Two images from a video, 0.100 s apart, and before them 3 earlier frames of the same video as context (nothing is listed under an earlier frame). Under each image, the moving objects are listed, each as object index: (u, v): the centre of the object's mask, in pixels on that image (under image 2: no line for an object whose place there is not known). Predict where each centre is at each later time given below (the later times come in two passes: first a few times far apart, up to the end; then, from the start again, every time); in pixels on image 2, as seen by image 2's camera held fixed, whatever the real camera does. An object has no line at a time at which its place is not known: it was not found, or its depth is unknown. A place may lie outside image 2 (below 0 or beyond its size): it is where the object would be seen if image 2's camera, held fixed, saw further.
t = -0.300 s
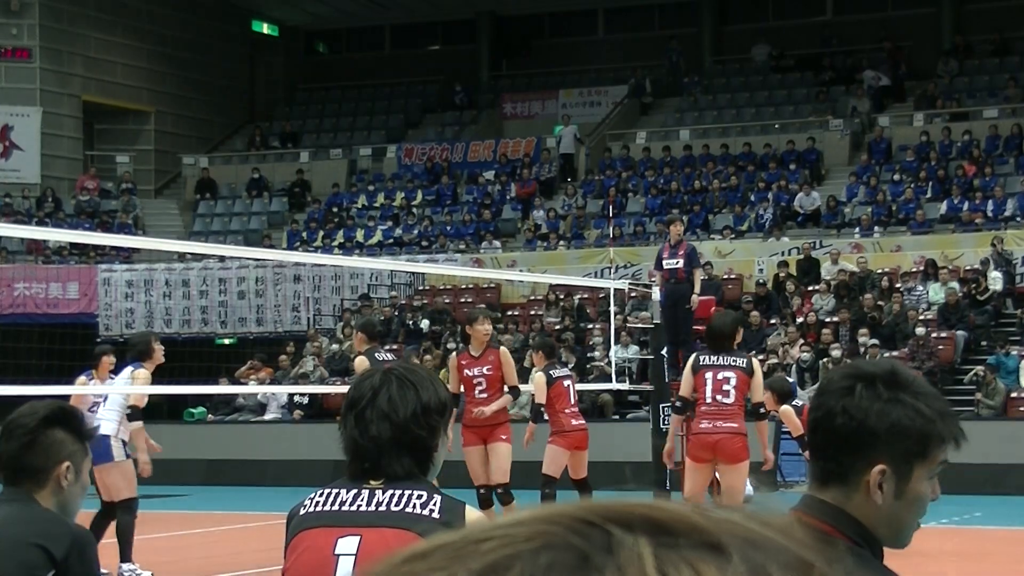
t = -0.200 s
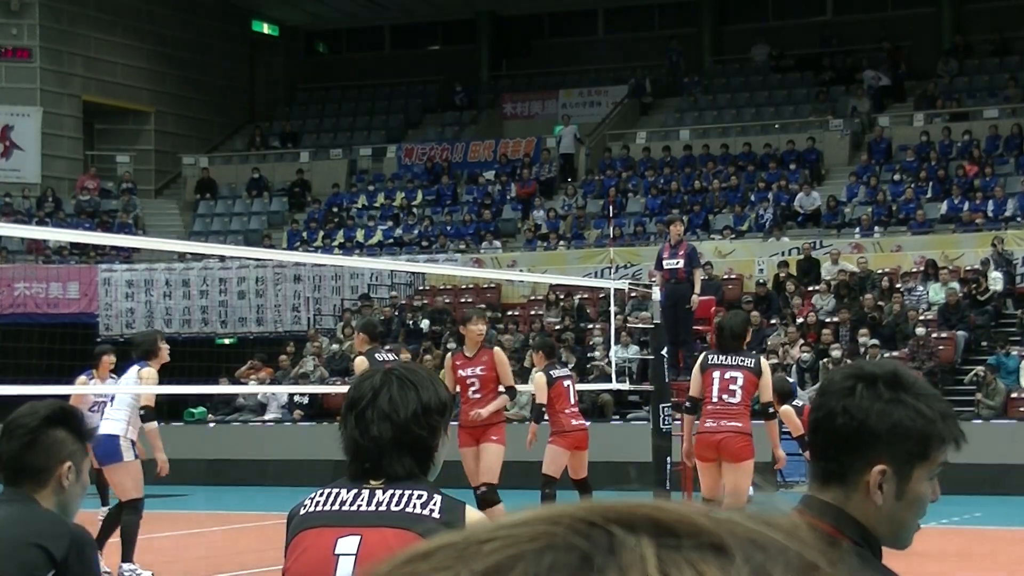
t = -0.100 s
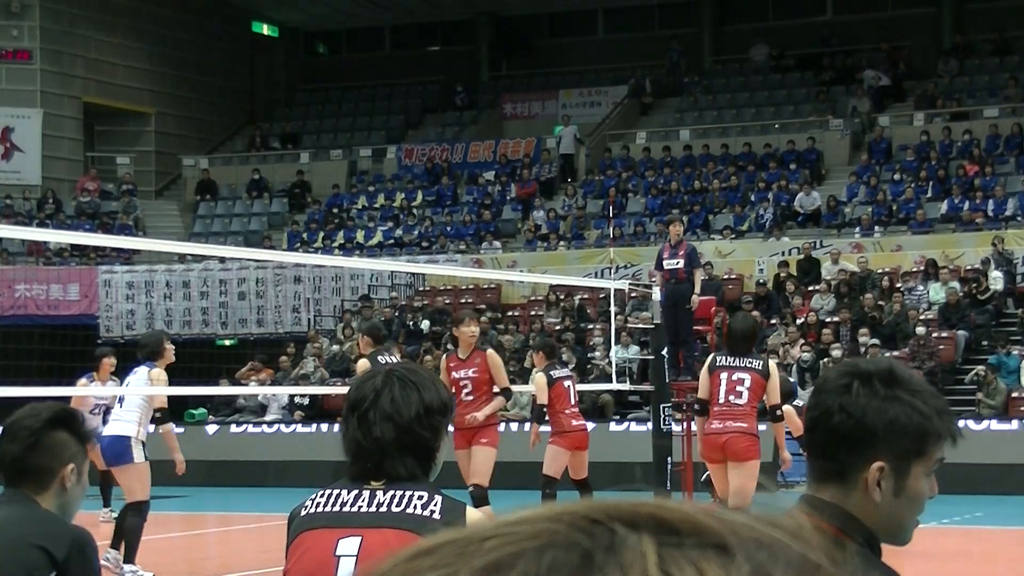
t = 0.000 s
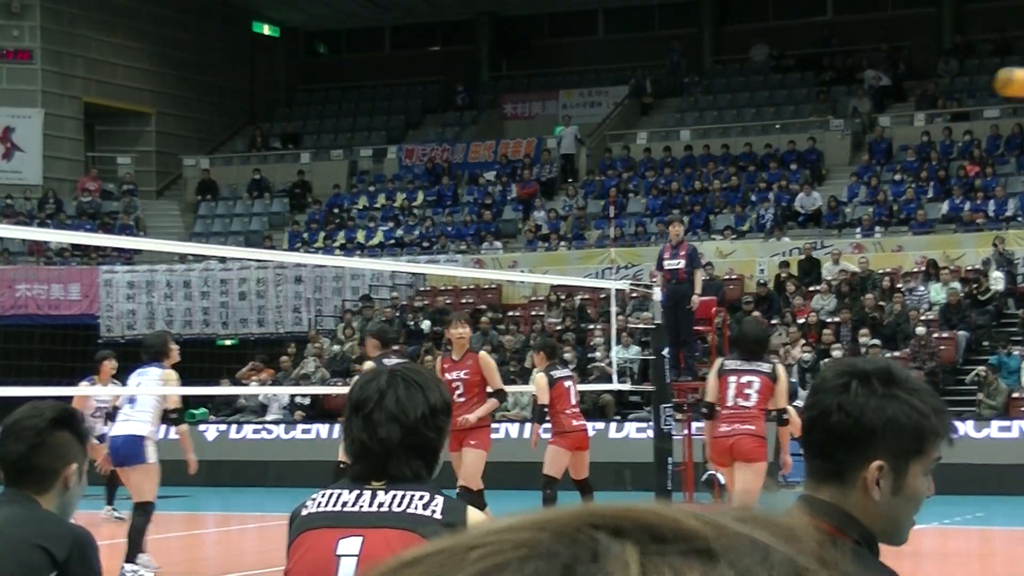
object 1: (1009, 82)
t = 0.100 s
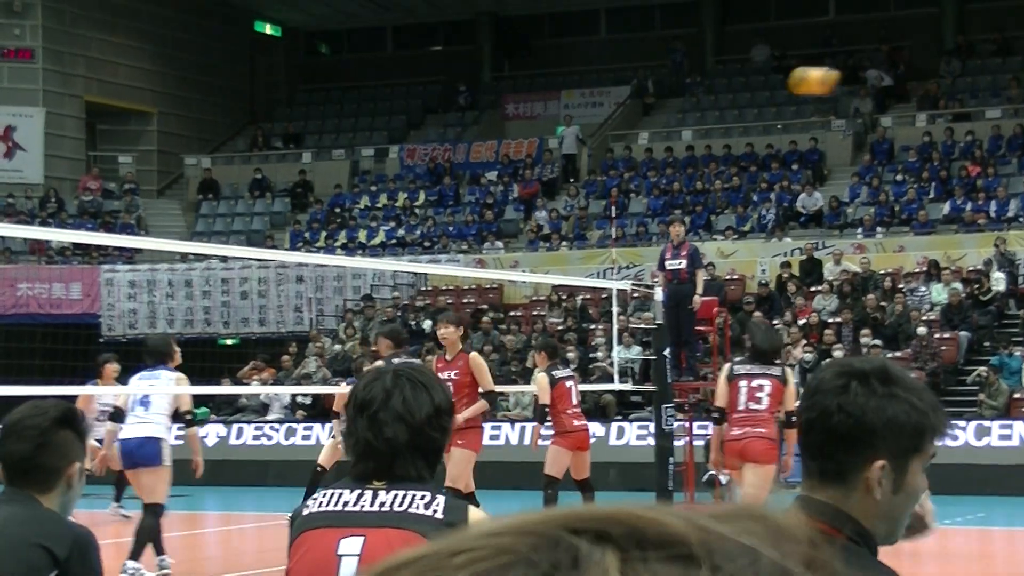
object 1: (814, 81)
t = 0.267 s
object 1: (511, 94)
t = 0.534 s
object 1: (110, 165)
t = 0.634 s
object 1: (-23, 202)
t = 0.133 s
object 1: (750, 81)
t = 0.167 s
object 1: (687, 83)
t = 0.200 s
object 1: (627, 86)
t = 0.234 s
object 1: (568, 89)
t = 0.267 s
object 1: (511, 94)
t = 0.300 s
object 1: (456, 101)
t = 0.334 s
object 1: (404, 108)
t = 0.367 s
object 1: (352, 115)
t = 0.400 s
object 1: (300, 124)
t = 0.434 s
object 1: (251, 134)
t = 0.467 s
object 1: (202, 143)
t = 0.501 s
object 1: (156, 154)
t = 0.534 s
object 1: (110, 165)
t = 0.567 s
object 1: (65, 177)
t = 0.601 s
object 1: (20, 190)
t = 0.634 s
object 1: (-23, 202)
